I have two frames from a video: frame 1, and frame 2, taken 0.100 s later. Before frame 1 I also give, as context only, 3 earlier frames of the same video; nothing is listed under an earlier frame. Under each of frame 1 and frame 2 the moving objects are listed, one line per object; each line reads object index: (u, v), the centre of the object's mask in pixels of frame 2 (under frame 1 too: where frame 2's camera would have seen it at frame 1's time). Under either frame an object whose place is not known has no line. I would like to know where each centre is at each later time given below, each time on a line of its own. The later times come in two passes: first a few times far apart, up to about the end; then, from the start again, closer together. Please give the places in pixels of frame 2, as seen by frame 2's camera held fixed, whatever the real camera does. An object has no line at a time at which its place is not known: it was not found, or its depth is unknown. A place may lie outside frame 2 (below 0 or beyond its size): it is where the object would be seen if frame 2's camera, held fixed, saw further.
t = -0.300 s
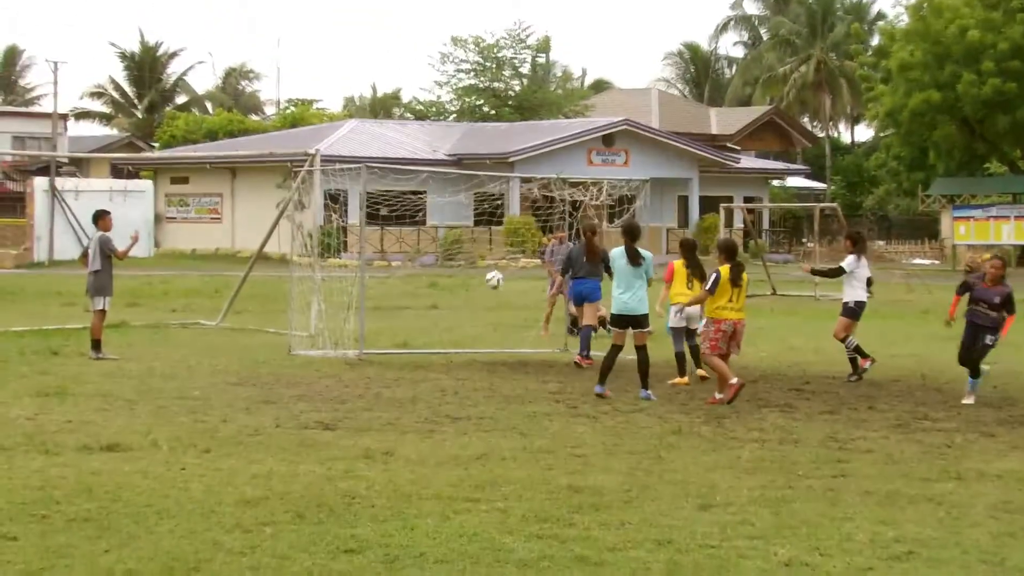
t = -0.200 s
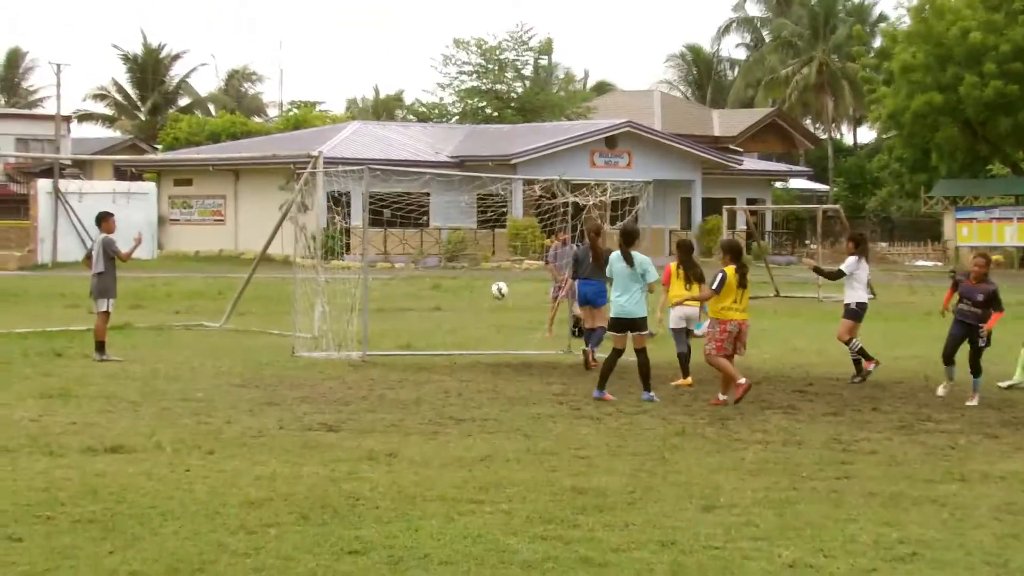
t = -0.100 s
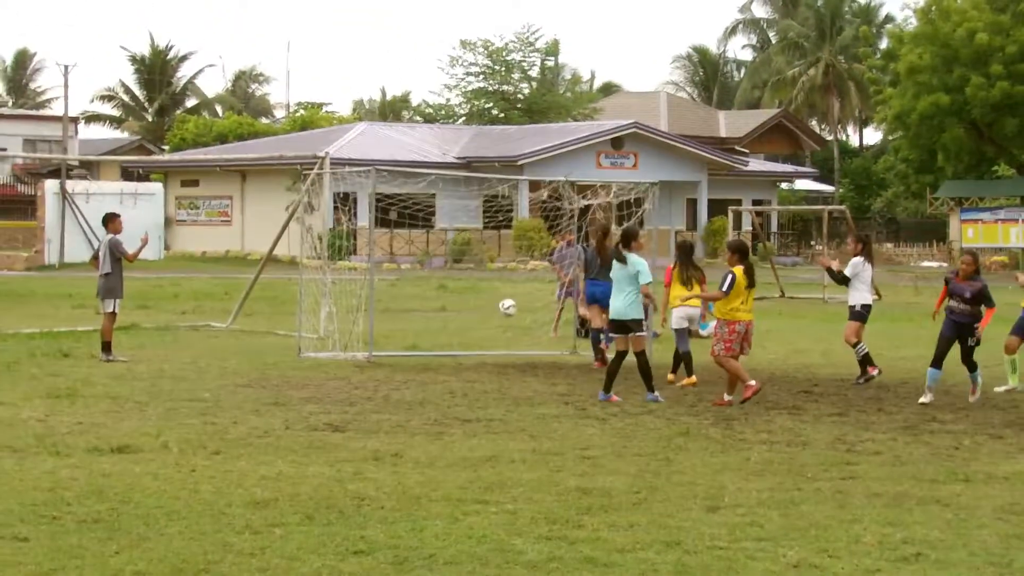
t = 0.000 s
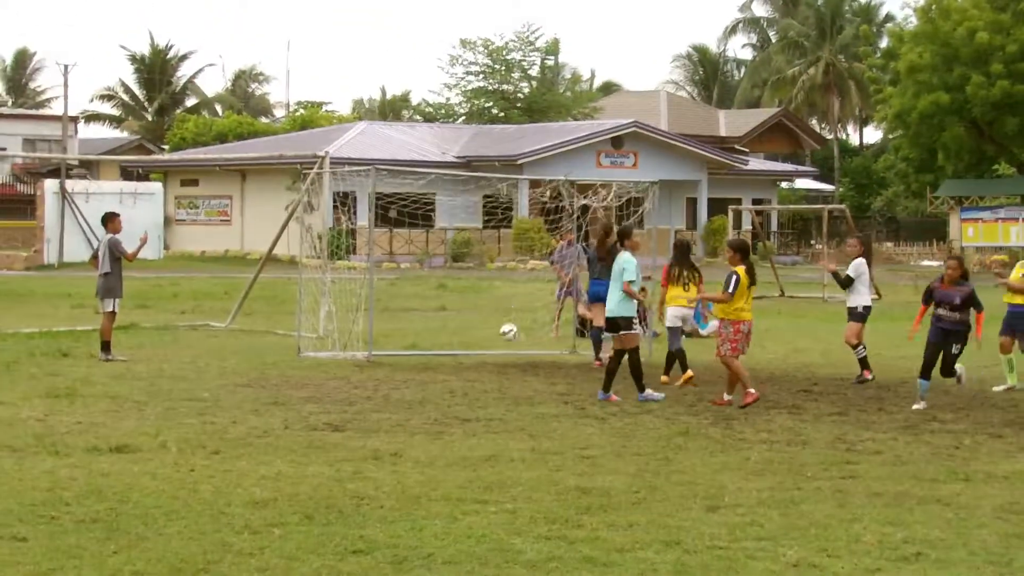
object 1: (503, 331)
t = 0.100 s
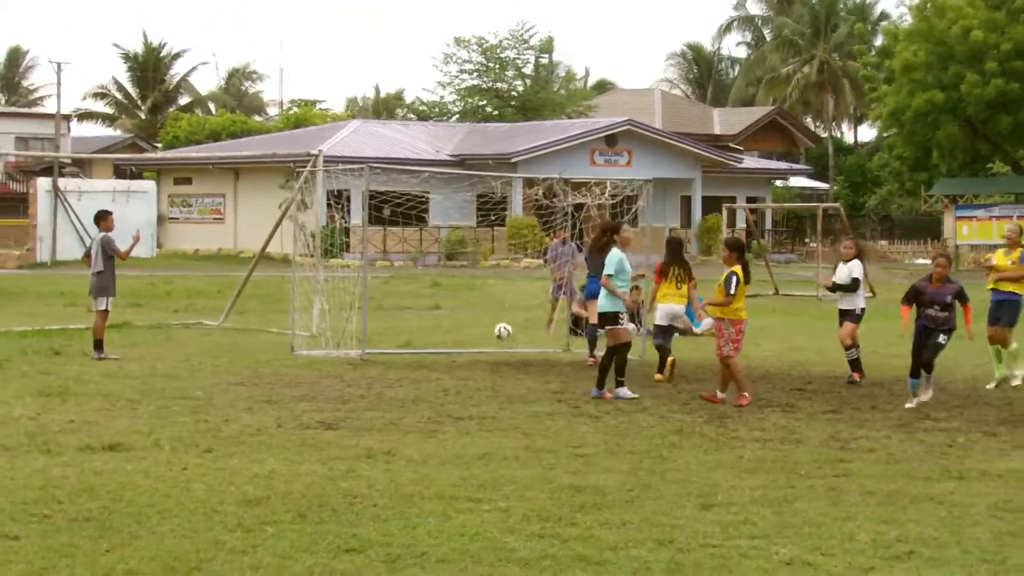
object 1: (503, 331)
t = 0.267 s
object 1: (500, 312)
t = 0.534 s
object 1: (498, 325)
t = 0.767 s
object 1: (496, 330)
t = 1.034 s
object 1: (492, 339)
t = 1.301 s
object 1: (493, 341)
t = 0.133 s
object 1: (502, 326)
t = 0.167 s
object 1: (502, 320)
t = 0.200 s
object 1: (501, 317)
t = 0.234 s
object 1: (500, 314)
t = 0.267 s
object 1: (500, 312)
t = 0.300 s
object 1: (502, 311)
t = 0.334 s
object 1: (500, 311)
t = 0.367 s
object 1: (499, 311)
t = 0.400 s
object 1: (498, 311)
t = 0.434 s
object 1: (498, 314)
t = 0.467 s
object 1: (499, 317)
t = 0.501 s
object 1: (498, 320)
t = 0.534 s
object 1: (498, 325)
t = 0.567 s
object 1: (497, 332)
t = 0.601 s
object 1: (497, 338)
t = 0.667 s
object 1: (496, 337)
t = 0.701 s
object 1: (496, 333)
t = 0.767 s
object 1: (496, 330)
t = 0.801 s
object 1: (494, 329)
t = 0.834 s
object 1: (494, 329)
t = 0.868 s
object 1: (494, 330)
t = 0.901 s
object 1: (494, 329)
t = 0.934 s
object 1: (494, 332)
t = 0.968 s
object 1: (493, 335)
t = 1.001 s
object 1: (491, 340)
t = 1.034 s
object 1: (492, 339)
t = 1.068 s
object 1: (493, 337)
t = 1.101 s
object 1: (492, 336)
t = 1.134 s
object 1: (492, 336)
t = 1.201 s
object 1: (493, 337)
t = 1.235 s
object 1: (493, 338)
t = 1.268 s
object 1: (493, 339)
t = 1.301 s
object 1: (493, 341)
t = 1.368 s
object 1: (494, 338)
